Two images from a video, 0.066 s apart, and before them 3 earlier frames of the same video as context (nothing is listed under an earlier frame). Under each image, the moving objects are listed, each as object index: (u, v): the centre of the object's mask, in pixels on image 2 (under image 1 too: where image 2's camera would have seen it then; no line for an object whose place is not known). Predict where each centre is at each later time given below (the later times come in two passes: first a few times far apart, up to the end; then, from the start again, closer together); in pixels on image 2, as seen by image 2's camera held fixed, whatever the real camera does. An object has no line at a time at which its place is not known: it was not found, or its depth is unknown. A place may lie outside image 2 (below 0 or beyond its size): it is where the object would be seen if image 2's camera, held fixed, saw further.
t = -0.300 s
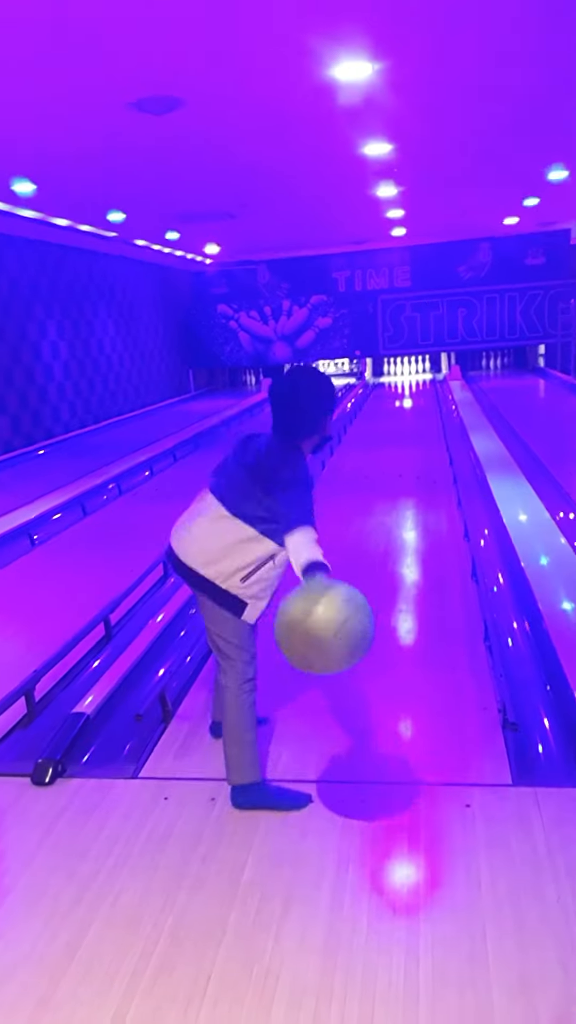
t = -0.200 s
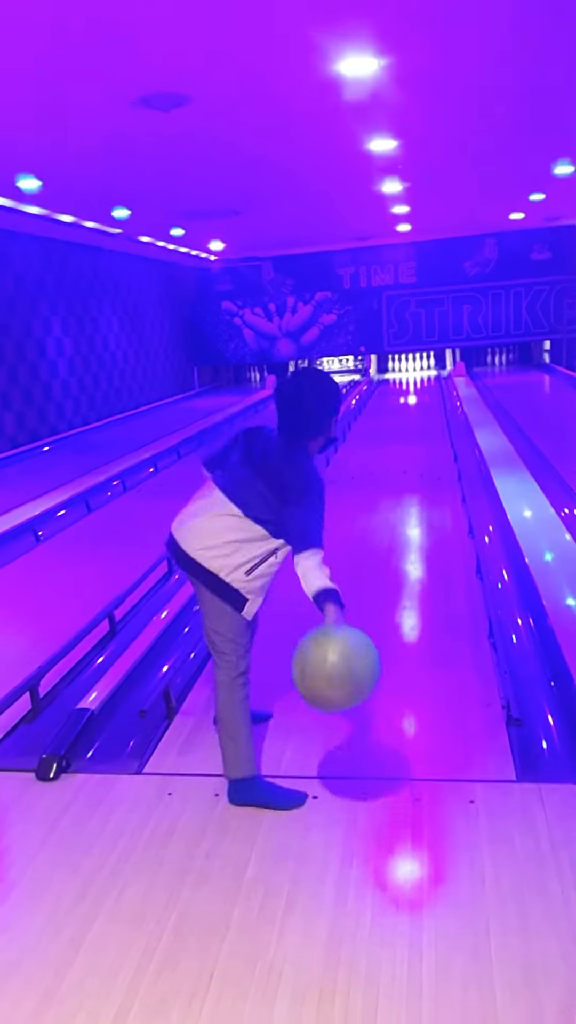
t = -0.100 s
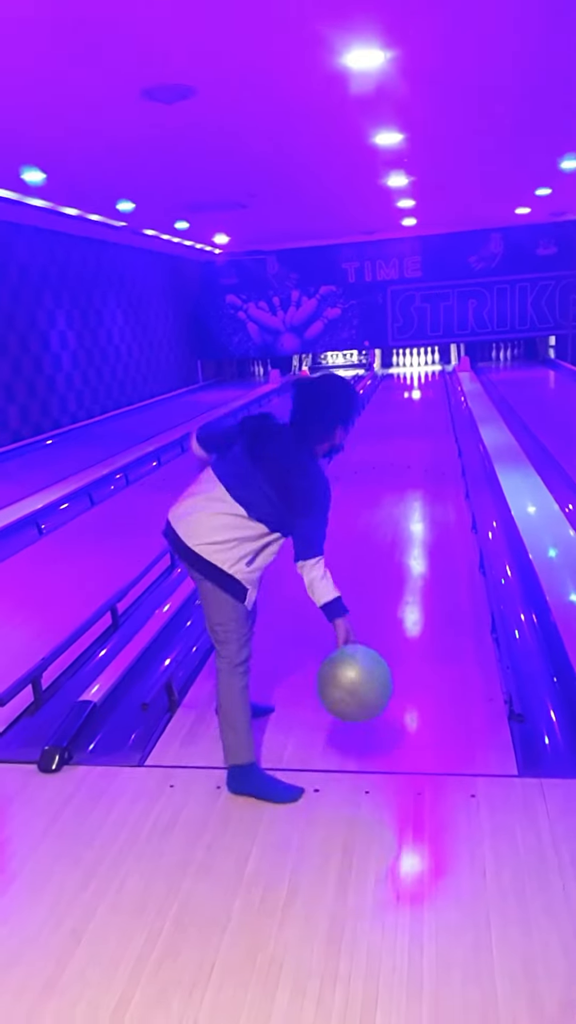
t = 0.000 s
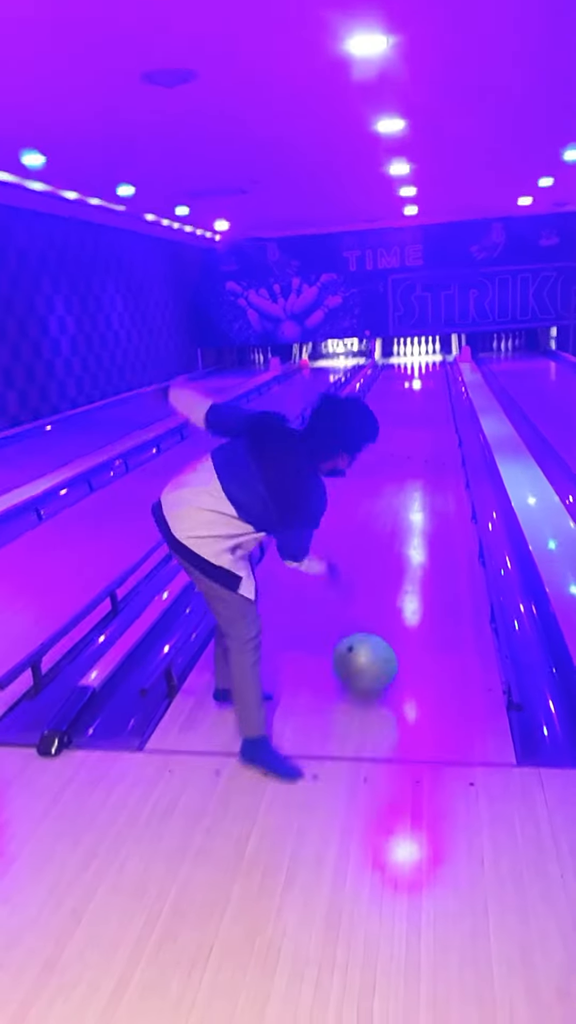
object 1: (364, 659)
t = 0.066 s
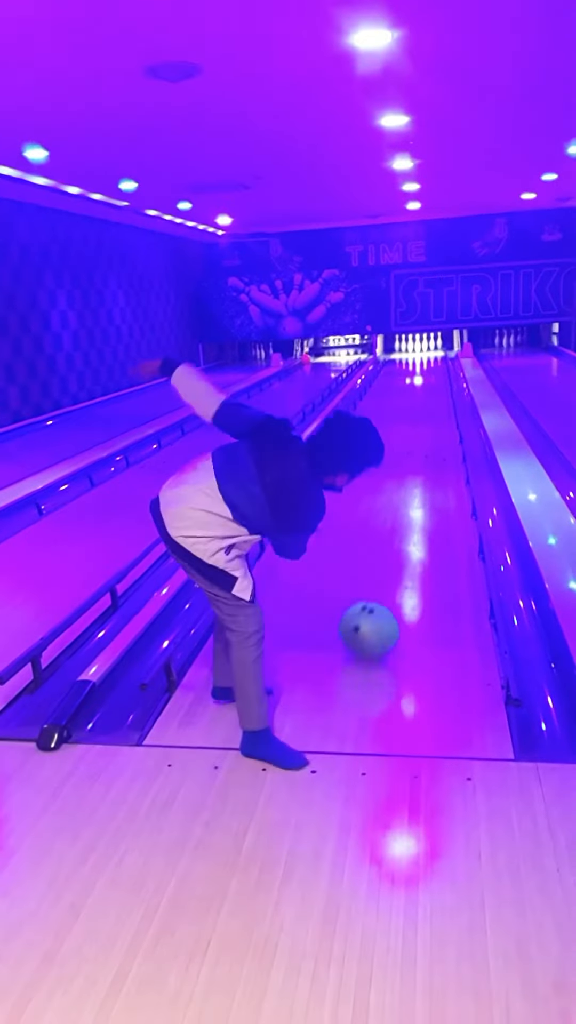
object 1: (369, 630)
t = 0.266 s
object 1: (379, 565)
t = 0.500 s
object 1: (388, 516)
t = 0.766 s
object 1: (400, 478)
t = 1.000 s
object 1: (400, 457)
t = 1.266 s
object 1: (403, 438)
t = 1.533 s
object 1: (407, 424)
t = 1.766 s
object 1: (410, 413)
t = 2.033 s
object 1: (413, 404)
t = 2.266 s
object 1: (415, 398)
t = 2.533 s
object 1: (417, 392)
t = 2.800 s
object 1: (420, 387)
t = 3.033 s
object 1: (421, 382)
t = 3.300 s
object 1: (424, 378)
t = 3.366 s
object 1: (422, 376)
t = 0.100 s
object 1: (371, 618)
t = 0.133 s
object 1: (373, 607)
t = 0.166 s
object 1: (375, 595)
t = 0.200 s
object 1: (377, 584)
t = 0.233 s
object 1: (378, 574)
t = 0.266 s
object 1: (379, 565)
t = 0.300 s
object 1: (381, 556)
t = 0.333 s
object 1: (382, 548)
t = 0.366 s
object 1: (383, 540)
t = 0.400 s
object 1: (385, 534)
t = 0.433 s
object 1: (386, 527)
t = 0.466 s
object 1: (387, 522)
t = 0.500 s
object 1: (388, 516)
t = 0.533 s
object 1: (389, 510)
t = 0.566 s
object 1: (390, 505)
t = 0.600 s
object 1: (391, 500)
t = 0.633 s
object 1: (393, 496)
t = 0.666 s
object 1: (396, 493)
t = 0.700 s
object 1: (398, 488)
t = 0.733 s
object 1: (399, 482)
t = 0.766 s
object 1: (400, 478)
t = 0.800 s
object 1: (399, 474)
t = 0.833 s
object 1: (400, 470)
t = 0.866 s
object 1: (400, 467)
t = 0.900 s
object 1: (401, 464)
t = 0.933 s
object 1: (402, 461)
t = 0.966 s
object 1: (403, 459)
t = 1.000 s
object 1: (400, 457)
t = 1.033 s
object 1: (400, 454)
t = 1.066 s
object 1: (400, 452)
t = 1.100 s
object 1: (401, 449)
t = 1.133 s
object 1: (401, 447)
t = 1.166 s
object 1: (402, 445)
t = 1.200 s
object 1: (402, 442)
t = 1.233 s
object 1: (402, 440)
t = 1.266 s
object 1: (403, 438)
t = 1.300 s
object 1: (403, 434)
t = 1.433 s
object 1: (402, 426)
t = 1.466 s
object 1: (405, 427)
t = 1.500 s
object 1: (406, 425)
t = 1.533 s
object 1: (407, 424)
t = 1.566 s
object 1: (407, 422)
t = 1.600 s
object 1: (408, 420)
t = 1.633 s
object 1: (408, 419)
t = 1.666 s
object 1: (409, 417)
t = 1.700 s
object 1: (409, 416)
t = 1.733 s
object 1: (409, 415)
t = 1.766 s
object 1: (410, 413)
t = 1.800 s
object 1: (410, 412)
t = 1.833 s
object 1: (410, 411)
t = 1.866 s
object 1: (411, 409)
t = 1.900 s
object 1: (411, 408)
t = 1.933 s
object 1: (412, 407)
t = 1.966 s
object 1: (412, 406)
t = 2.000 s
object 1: (412, 405)
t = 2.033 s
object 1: (413, 404)
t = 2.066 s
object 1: (413, 403)
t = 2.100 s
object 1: (413, 403)
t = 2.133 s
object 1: (414, 401)
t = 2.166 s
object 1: (414, 400)
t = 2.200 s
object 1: (415, 400)
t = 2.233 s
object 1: (415, 399)
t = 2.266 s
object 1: (415, 398)
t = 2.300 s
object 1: (416, 397)
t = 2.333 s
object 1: (416, 397)
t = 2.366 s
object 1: (416, 396)
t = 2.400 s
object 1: (417, 395)
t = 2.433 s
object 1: (417, 394)
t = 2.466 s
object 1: (417, 394)
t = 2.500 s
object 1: (417, 393)
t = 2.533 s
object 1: (417, 392)
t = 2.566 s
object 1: (418, 391)
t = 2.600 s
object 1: (418, 391)
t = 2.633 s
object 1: (418, 390)
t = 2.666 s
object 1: (418, 390)
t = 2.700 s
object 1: (419, 389)
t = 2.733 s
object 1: (419, 389)
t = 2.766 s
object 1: (419, 388)
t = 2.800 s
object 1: (420, 387)
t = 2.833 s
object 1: (420, 386)
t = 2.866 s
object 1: (420, 385)
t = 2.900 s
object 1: (420, 384)
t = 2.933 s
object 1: (421, 384)
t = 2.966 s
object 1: (421, 383)
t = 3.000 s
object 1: (421, 383)
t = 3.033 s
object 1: (421, 382)
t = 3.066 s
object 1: (422, 382)
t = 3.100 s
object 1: (422, 381)
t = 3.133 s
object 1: (422, 381)
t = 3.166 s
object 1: (422, 380)
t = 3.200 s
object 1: (423, 380)
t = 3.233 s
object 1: (423, 379)
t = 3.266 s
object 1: (424, 378)
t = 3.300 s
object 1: (424, 378)
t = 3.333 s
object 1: (424, 377)
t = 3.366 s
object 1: (422, 376)
